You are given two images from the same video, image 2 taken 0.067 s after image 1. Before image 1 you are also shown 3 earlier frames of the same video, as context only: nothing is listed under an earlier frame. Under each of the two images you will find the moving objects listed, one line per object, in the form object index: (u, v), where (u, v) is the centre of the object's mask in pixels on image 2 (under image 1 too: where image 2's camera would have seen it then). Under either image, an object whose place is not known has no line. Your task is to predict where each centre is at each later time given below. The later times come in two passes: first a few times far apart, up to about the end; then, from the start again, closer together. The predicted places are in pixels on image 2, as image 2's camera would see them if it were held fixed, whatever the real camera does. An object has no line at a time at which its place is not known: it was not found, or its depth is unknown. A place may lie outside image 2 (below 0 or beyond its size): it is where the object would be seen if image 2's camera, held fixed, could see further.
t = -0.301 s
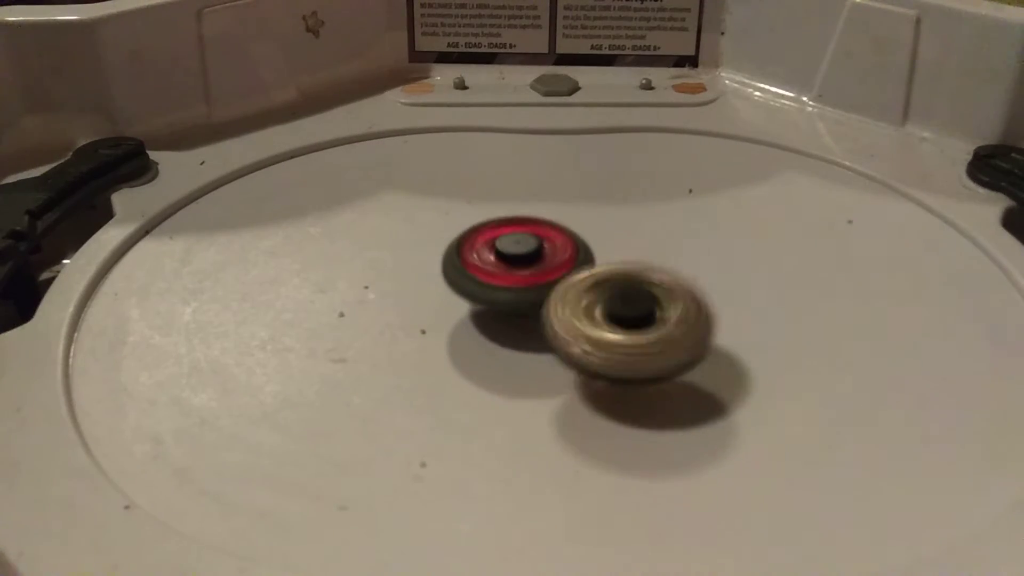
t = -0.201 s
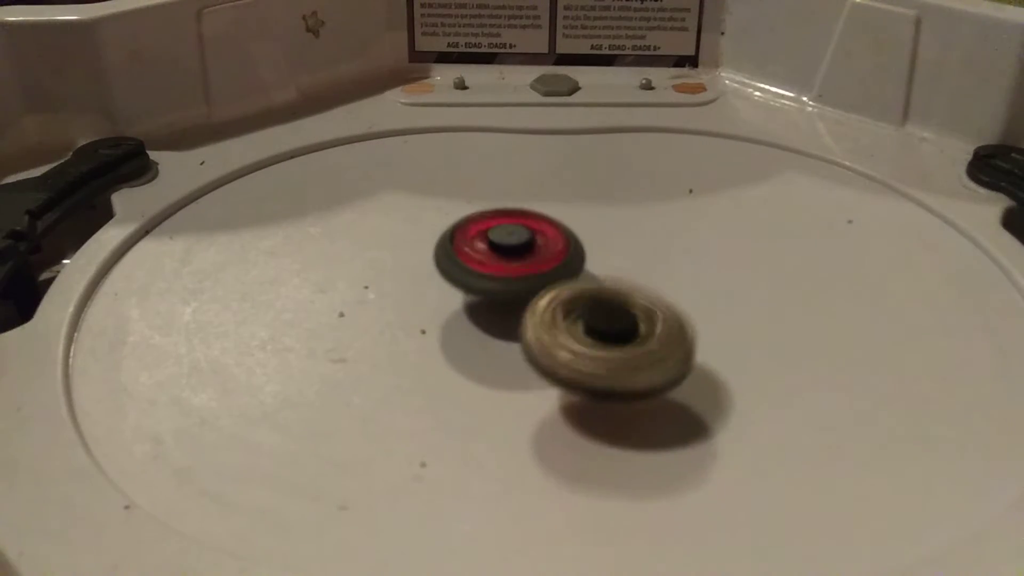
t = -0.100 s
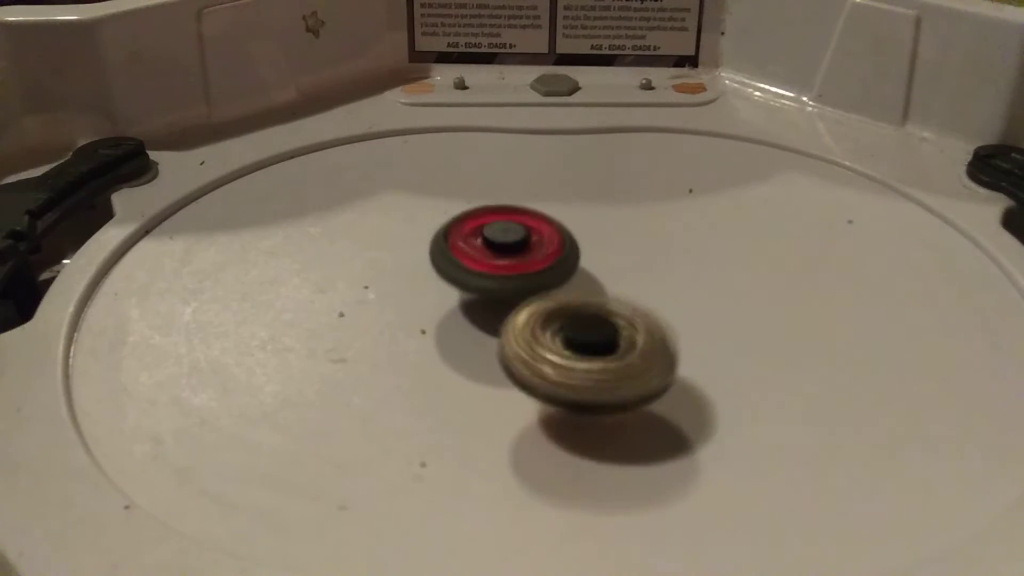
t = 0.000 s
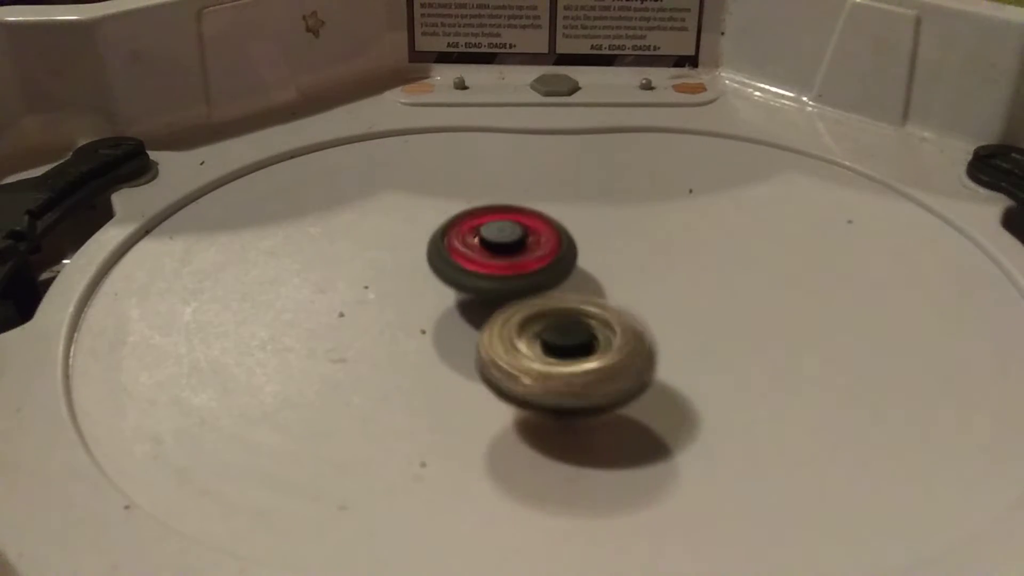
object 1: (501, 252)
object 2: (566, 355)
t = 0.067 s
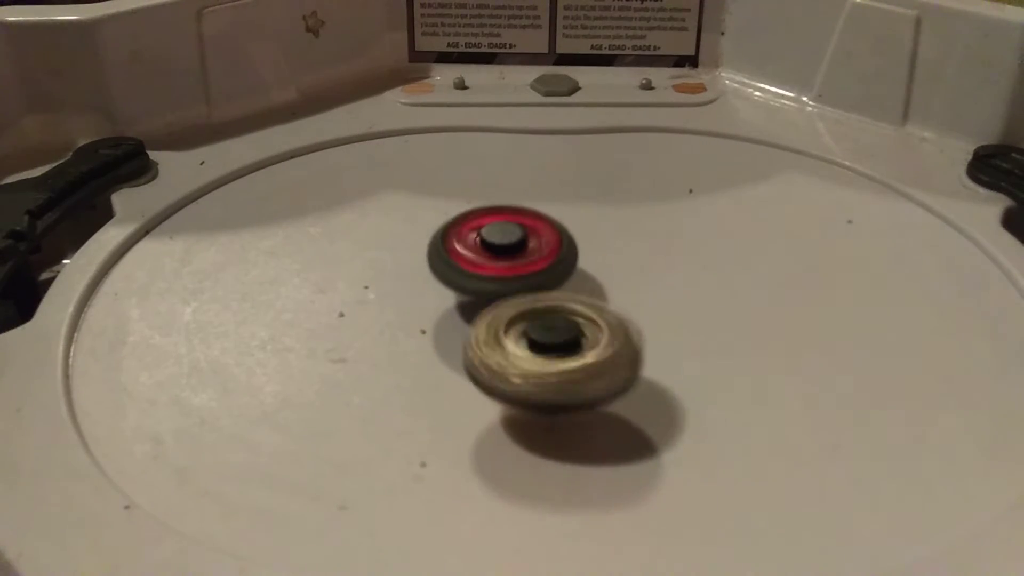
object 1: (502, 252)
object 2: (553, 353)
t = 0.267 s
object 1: (510, 249)
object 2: (530, 339)
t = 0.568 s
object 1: (525, 248)
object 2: (527, 338)
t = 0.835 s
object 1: (541, 248)
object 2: (536, 352)
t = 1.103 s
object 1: (572, 253)
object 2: (539, 340)
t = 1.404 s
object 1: (611, 276)
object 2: (503, 349)
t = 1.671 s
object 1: (622, 301)
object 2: (462, 312)
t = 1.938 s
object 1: (606, 320)
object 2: (432, 269)
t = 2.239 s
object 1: (560, 328)
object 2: (479, 239)
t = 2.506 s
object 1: (536, 320)
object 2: (541, 221)
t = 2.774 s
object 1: (497, 297)
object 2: (611, 228)
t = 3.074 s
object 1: (491, 286)
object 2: (675, 261)
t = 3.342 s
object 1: (514, 271)
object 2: (696, 297)
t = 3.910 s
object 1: (539, 248)
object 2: (594, 364)
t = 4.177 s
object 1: (539, 251)
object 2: (569, 359)
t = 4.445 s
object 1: (533, 247)
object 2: (557, 339)
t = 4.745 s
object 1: (520, 252)
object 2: (557, 338)
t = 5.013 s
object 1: (517, 256)
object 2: (594, 343)
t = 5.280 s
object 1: (509, 257)
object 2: (637, 321)
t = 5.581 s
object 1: (490, 267)
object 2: (660, 287)
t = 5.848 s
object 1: (486, 279)
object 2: (645, 265)
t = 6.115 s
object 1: (477, 294)
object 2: (629, 257)
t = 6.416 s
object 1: (471, 305)
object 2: (621, 263)
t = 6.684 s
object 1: (474, 312)
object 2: (631, 269)
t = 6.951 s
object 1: (480, 318)
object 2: (663, 272)
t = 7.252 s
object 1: (504, 321)
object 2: (657, 275)
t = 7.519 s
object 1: (505, 321)
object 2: (655, 274)
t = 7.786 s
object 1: (493, 323)
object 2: (657, 267)
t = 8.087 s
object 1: (497, 318)
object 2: (653, 263)
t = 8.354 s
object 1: (499, 303)
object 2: (654, 265)
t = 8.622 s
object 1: (482, 299)
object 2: (667, 265)
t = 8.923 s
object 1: (484, 300)
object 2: (659, 277)
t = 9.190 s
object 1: (491, 296)
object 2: (658, 292)
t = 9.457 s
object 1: (483, 296)
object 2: (661, 300)
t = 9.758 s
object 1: (484, 294)
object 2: (660, 304)
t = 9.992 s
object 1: (488, 289)
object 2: (649, 304)
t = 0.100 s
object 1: (502, 252)
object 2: (546, 349)
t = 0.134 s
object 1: (503, 252)
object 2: (540, 345)
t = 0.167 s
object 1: (503, 251)
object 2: (534, 340)
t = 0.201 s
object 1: (505, 250)
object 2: (532, 338)
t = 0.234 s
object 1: (508, 248)
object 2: (532, 339)
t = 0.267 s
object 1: (510, 249)
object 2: (530, 339)
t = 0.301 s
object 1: (511, 248)
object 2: (528, 337)
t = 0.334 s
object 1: (513, 248)
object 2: (526, 336)
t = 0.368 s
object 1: (514, 247)
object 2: (527, 340)
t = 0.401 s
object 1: (517, 248)
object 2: (526, 342)
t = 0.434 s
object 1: (520, 248)
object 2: (525, 342)
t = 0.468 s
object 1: (521, 247)
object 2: (526, 342)
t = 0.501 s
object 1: (523, 248)
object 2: (525, 340)
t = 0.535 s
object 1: (524, 248)
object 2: (527, 337)
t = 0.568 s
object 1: (525, 248)
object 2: (527, 338)
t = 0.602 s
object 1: (527, 247)
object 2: (528, 340)
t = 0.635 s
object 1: (529, 248)
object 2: (529, 341)
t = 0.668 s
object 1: (530, 248)
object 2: (530, 340)
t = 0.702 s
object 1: (531, 248)
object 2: (533, 338)
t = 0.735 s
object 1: (532, 248)
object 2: (533, 341)
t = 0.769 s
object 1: (535, 246)
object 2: (535, 347)
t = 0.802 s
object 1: (539, 247)
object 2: (536, 351)
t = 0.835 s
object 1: (541, 248)
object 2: (536, 352)
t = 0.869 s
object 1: (544, 249)
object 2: (536, 353)
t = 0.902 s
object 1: (546, 250)
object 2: (536, 351)
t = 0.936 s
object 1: (549, 251)
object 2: (538, 349)
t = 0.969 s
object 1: (550, 252)
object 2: (539, 345)
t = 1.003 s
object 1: (553, 252)
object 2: (541, 342)
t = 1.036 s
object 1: (558, 252)
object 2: (540, 340)
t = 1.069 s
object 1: (566, 251)
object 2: (541, 340)
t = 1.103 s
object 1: (572, 253)
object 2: (539, 340)
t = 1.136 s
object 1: (577, 255)
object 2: (538, 340)
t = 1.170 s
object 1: (584, 255)
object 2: (533, 346)
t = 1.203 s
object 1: (589, 259)
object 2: (529, 350)
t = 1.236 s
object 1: (591, 261)
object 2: (524, 353)
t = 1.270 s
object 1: (593, 263)
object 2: (519, 354)
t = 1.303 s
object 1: (597, 266)
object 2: (516, 356)
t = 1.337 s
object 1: (600, 269)
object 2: (510, 354)
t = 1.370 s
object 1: (606, 272)
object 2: (507, 353)
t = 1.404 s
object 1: (611, 276)
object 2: (503, 349)
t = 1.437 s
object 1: (616, 278)
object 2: (501, 346)
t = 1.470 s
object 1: (621, 282)
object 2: (496, 341)
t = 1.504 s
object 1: (623, 286)
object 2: (488, 338)
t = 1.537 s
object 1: (626, 287)
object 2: (483, 334)
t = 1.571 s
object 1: (627, 290)
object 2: (481, 330)
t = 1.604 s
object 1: (626, 293)
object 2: (472, 323)
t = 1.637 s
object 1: (623, 297)
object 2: (465, 317)
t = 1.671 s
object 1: (622, 301)
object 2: (462, 312)
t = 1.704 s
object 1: (621, 303)
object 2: (456, 306)
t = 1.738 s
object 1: (620, 306)
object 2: (449, 301)
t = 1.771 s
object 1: (618, 308)
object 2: (443, 295)
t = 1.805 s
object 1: (615, 311)
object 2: (438, 289)
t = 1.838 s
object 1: (612, 312)
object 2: (435, 285)
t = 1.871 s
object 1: (610, 314)
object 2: (433, 279)
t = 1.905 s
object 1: (609, 318)
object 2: (432, 275)
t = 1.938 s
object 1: (606, 320)
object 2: (432, 269)
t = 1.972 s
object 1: (602, 320)
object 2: (434, 266)
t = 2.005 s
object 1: (598, 320)
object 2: (436, 261)
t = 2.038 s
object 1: (593, 320)
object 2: (440, 258)
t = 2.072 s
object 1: (585, 321)
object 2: (445, 253)
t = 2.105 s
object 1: (576, 323)
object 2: (450, 251)
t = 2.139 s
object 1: (570, 325)
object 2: (458, 248)
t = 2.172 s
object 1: (564, 325)
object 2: (464, 246)
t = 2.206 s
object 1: (562, 326)
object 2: (474, 244)
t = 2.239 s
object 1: (560, 328)
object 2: (479, 239)
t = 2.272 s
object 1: (559, 327)
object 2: (485, 234)
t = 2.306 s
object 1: (557, 327)
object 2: (492, 231)
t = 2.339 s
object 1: (556, 326)
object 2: (500, 228)
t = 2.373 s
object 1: (554, 325)
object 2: (507, 226)
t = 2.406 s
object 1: (551, 324)
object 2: (515, 225)
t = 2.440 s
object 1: (547, 323)
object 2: (523, 224)
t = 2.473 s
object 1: (542, 322)
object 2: (532, 223)
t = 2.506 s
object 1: (536, 320)
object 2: (541, 221)
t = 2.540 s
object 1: (530, 315)
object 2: (550, 221)
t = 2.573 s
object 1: (520, 314)
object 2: (557, 220)
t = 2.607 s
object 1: (513, 311)
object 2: (567, 222)
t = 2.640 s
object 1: (509, 309)
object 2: (576, 222)
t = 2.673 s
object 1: (504, 306)
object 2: (585, 223)
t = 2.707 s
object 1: (501, 303)
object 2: (594, 225)
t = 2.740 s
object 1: (499, 300)
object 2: (602, 226)
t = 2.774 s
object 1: (497, 297)
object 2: (611, 228)
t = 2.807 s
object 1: (496, 295)
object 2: (619, 231)
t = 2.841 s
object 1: (494, 292)
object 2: (627, 234)
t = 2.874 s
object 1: (494, 290)
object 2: (634, 237)
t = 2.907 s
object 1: (492, 289)
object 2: (643, 241)
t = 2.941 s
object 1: (492, 288)
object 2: (650, 245)
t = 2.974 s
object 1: (491, 287)
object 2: (657, 249)
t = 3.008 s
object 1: (491, 287)
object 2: (663, 253)
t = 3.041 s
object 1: (491, 286)
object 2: (669, 257)
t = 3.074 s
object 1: (491, 286)
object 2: (675, 261)
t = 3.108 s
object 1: (492, 285)
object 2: (680, 266)
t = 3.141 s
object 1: (494, 284)
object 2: (684, 270)
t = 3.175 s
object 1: (495, 283)
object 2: (689, 274)
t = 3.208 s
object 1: (498, 281)
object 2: (691, 279)
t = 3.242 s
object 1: (501, 279)
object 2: (694, 283)
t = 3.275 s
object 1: (505, 277)
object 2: (695, 289)
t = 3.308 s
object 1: (509, 274)
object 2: (696, 292)
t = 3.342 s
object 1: (514, 271)
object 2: (696, 297)
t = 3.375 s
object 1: (519, 268)
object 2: (696, 300)
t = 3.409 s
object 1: (523, 266)
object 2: (694, 305)
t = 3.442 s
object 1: (531, 264)
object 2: (694, 308)
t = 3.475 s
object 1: (528, 261)
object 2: (678, 312)
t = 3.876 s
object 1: (538, 249)
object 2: (598, 360)
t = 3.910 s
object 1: (539, 248)
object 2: (594, 364)
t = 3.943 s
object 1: (538, 247)
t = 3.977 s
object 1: (538, 246)
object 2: (586, 369)
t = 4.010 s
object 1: (536, 247)
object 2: (582, 372)
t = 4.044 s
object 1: (537, 247)
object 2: (579, 373)
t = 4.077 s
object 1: (539, 247)
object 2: (576, 370)
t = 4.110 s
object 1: (539, 248)
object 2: (574, 367)
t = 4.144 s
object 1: (538, 250)
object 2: (571, 363)
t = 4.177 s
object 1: (539, 251)
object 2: (569, 359)
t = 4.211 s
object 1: (537, 252)
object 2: (565, 352)
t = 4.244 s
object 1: (536, 252)
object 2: (562, 346)
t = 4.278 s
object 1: (534, 252)
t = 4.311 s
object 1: (536, 251)
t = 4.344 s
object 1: (536, 249)
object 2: (562, 340)
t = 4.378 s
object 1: (535, 249)
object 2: (561, 337)
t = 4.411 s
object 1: (534, 248)
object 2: (557, 337)
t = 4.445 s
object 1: (533, 247)
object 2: (557, 339)
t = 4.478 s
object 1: (532, 249)
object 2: (553, 340)
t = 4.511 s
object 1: (530, 248)
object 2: (553, 339)
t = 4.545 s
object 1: (529, 249)
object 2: (550, 337)
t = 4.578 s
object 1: (527, 248)
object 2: (550, 335)
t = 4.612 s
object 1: (525, 248)
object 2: (552, 336)
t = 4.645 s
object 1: (525, 249)
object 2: (553, 339)
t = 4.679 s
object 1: (523, 250)
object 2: (553, 339)
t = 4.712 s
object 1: (521, 251)
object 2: (554, 339)
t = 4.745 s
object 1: (520, 252)
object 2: (557, 338)
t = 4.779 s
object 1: (519, 253)
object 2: (558, 338)
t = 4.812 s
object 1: (519, 252)
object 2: (564, 339)
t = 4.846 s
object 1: (519, 254)
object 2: (568, 338)
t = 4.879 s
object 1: (516, 254)
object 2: (572, 336)
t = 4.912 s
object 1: (517, 255)
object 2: (577, 335)
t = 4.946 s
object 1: (518, 254)
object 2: (584, 342)
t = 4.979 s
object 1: (518, 254)
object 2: (590, 344)
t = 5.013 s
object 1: (517, 256)
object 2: (594, 343)
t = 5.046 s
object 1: (515, 257)
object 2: (599, 343)
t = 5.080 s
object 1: (514, 258)
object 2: (604, 340)
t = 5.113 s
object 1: (513, 259)
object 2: (608, 338)
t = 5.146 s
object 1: (512, 261)
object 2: (612, 333)
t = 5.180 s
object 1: (512, 262)
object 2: (614, 329)
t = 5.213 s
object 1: (512, 263)
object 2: (618, 326)
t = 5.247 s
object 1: (510, 259)
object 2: (629, 327)
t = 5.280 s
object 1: (509, 257)
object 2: (637, 321)
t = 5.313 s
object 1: (507, 258)
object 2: (641, 318)
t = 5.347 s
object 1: (504, 259)
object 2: (645, 315)
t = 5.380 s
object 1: (502, 260)
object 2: (647, 310)
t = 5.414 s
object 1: (501, 261)
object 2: (647, 306)
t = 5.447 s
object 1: (499, 263)
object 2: (647, 302)
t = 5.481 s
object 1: (498, 265)
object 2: (646, 296)
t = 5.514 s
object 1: (493, 265)
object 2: (649, 292)
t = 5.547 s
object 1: (491, 264)
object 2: (657, 291)
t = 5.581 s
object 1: (490, 267)
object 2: (660, 287)
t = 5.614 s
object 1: (488, 268)
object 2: (661, 284)
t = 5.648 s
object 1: (488, 270)
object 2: (659, 281)
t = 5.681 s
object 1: (487, 272)
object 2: (659, 278)
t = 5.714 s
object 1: (487, 274)
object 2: (656, 275)
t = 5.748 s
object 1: (487, 277)
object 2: (653, 273)
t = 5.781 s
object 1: (487, 278)
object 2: (648, 270)
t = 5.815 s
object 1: (486, 278)
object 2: (649, 267)
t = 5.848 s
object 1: (486, 279)
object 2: (645, 265)
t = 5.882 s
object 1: (483, 280)
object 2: (645, 264)
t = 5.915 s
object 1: (482, 281)
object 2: (645, 261)
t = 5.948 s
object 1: (481, 285)
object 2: (643, 261)
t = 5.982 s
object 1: (478, 285)
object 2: (642, 258)
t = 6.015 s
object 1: (480, 287)
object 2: (638, 258)
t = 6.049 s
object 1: (478, 291)
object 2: (636, 258)
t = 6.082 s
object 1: (478, 291)
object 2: (631, 257)
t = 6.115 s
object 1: (477, 294)
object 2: (629, 257)
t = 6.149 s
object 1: (475, 295)
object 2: (627, 257)
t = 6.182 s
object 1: (474, 298)
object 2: (625, 257)
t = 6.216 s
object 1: (471, 299)
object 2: (627, 255)
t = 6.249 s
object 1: (472, 300)
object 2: (627, 257)
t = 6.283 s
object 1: (469, 301)
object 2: (627, 257)
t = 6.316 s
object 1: (469, 302)
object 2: (626, 258)
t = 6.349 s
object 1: (469, 305)
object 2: (625, 259)
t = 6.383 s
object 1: (469, 305)
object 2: (623, 260)
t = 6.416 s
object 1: (471, 305)
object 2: (621, 263)
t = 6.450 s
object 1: (471, 306)
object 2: (619, 263)
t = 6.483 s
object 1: (469, 308)
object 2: (620, 265)
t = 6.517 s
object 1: (469, 308)
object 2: (622, 264)
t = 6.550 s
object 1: (471, 309)
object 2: (624, 267)
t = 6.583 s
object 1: (470, 310)
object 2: (628, 267)
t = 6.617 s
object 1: (471, 310)
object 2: (628, 267)
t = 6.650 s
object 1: (474, 312)
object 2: (630, 269)
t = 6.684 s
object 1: (474, 312)
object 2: (631, 269)
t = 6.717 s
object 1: (477, 312)
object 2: (633, 273)
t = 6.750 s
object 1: (479, 314)
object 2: (634, 273)
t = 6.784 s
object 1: (481, 314)
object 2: (635, 274)
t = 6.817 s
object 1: (478, 315)
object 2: (642, 274)
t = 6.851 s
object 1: (477, 315)
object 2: (650, 273)
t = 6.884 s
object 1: (479, 316)
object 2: (654, 273)
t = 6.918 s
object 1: (478, 318)
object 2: (659, 273)
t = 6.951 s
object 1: (480, 318)
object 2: (663, 272)
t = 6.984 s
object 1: (481, 318)
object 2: (667, 273)
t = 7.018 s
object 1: (483, 319)
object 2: (669, 272)
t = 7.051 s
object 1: (485, 319)
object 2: (671, 273)
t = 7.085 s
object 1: (488, 319)
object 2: (670, 272)
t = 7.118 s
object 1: (491, 320)
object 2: (669, 274)
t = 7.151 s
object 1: (495, 321)
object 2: (666, 273)
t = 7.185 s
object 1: (499, 321)
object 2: (663, 275)
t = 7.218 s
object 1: (502, 321)
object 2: (659, 276)
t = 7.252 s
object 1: (504, 321)
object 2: (657, 275)
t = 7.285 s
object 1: (505, 320)
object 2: (656, 274)
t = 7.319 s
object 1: (502, 320)
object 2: (660, 273)
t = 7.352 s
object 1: (503, 319)
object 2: (660, 273)
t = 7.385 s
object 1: (505, 320)
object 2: (661, 274)
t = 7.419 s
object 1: (503, 321)
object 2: (660, 273)
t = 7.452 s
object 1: (504, 320)
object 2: (659, 274)
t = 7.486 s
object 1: (505, 321)
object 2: (658, 273)
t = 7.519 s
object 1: (505, 321)
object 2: (655, 274)
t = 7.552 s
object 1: (502, 320)
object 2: (656, 273)
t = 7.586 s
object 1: (503, 319)
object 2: (653, 271)
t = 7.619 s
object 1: (505, 321)
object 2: (651, 274)
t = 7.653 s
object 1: (497, 322)
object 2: (658, 271)
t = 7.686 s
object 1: (494, 322)
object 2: (661, 269)
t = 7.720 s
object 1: (494, 323)
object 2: (661, 269)
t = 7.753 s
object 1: (493, 323)
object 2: (660, 267)
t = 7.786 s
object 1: (493, 323)
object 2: (657, 267)
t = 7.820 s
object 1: (494, 323)
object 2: (654, 268)
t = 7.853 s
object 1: (495, 322)
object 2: (651, 267)
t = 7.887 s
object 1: (496, 321)
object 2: (645, 269)
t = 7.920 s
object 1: (498, 322)
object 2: (642, 270)
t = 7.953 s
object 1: (494, 322)
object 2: (645, 266)
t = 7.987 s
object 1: (492, 319)
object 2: (650, 264)
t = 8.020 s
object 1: (495, 319)
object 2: (650, 263)
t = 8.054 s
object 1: (496, 319)
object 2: (652, 265)
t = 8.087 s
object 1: (497, 318)
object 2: (653, 263)
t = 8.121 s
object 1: (500, 317)
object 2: (652, 263)
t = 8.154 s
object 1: (501, 316)
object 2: (649, 266)
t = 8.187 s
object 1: (502, 313)
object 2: (649, 265)
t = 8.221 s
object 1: (501, 312)
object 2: (647, 264)
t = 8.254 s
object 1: (498, 309)
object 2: (650, 264)
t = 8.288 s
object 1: (500, 307)
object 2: (652, 264)
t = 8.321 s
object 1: (500, 305)
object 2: (654, 266)
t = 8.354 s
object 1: (499, 303)
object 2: (654, 265)
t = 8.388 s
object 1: (498, 300)
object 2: (654, 266)
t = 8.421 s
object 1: (490, 297)
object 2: (660, 265)
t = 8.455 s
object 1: (488, 296)
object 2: (664, 263)
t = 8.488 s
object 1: (488, 297)
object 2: (666, 264)
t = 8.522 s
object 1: (484, 297)
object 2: (669, 265)
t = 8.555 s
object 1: (484, 295)
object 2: (670, 263)
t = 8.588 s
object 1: (484, 298)
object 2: (668, 265)
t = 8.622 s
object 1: (482, 299)
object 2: (667, 265)
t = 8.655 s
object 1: (482, 298)
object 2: (665, 265)
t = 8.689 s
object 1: (483, 300)
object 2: (661, 268)
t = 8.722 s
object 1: (483, 300)
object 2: (658, 269)
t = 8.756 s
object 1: (484, 300)
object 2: (655, 269)
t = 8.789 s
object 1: (484, 300)
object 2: (649, 272)
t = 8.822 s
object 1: (485, 300)
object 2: (646, 275)
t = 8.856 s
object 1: (481, 300)
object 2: (653, 274)
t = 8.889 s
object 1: (481, 298)
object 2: (657, 275)
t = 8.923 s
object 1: (484, 300)
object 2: (659, 277)
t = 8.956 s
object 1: (484, 301)
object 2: (662, 281)
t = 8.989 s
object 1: (484, 300)
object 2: (666, 281)
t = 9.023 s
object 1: (486, 300)
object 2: (666, 281)
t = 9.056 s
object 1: (487, 300)
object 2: (665, 283)
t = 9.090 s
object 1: (488, 298)
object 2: (665, 287)
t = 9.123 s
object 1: (490, 298)
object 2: (665, 287)
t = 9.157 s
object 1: (490, 297)
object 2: (662, 288)
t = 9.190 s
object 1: (491, 296)
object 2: (658, 292)
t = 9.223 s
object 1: (491, 295)
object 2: (656, 292)
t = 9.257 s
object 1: (485, 293)
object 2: (659, 293)
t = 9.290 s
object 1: (485, 291)
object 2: (662, 294)
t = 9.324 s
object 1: (486, 293)
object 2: (662, 295)
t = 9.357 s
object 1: (483, 294)
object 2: (663, 298)
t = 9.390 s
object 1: (483, 293)
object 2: (665, 297)
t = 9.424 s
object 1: (485, 294)
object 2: (663, 298)
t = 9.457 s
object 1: (483, 296)
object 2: (661, 300)
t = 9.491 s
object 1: (483, 294)
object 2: (661, 300)
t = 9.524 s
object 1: (486, 296)
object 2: (656, 299)
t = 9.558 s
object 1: (485, 297)
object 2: (652, 301)
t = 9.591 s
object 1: (485, 296)
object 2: (650, 302)
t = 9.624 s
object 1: (483, 295)
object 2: (656, 300)
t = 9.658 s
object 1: (484, 293)
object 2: (657, 300)
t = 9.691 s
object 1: (486, 295)
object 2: (657, 301)
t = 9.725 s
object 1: (484, 296)
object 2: (657, 304)
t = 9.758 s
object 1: (484, 294)
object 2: (660, 304)
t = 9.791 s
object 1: (487, 295)
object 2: (659, 301)
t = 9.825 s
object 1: (487, 295)
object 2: (656, 302)
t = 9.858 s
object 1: (487, 293)
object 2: (652, 304)
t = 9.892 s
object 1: (489, 292)
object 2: (653, 304)
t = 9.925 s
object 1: (489, 293)
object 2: (650, 302)
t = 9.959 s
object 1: (487, 290)
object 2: (650, 303)
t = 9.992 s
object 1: (488, 289)
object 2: (649, 304)
